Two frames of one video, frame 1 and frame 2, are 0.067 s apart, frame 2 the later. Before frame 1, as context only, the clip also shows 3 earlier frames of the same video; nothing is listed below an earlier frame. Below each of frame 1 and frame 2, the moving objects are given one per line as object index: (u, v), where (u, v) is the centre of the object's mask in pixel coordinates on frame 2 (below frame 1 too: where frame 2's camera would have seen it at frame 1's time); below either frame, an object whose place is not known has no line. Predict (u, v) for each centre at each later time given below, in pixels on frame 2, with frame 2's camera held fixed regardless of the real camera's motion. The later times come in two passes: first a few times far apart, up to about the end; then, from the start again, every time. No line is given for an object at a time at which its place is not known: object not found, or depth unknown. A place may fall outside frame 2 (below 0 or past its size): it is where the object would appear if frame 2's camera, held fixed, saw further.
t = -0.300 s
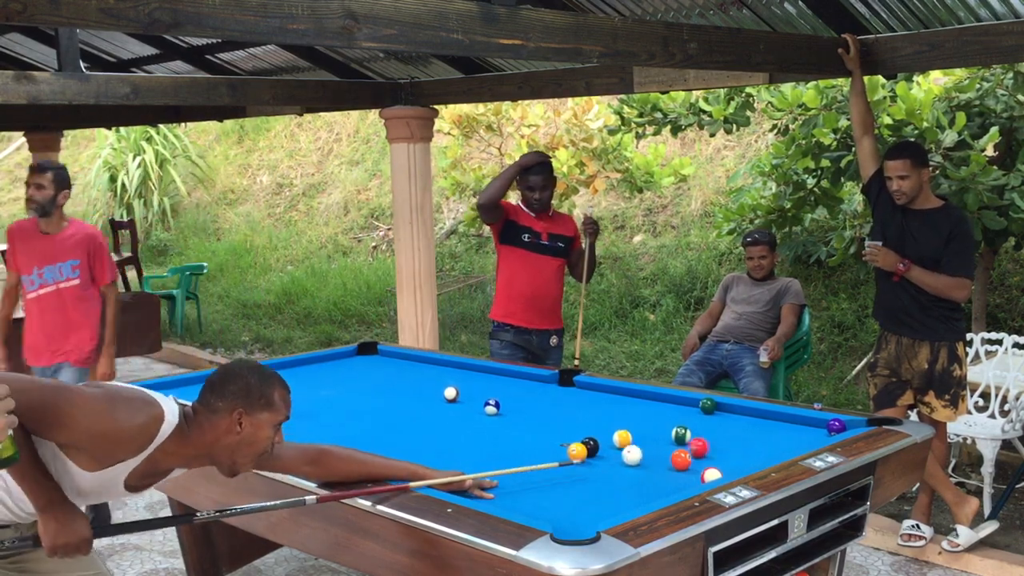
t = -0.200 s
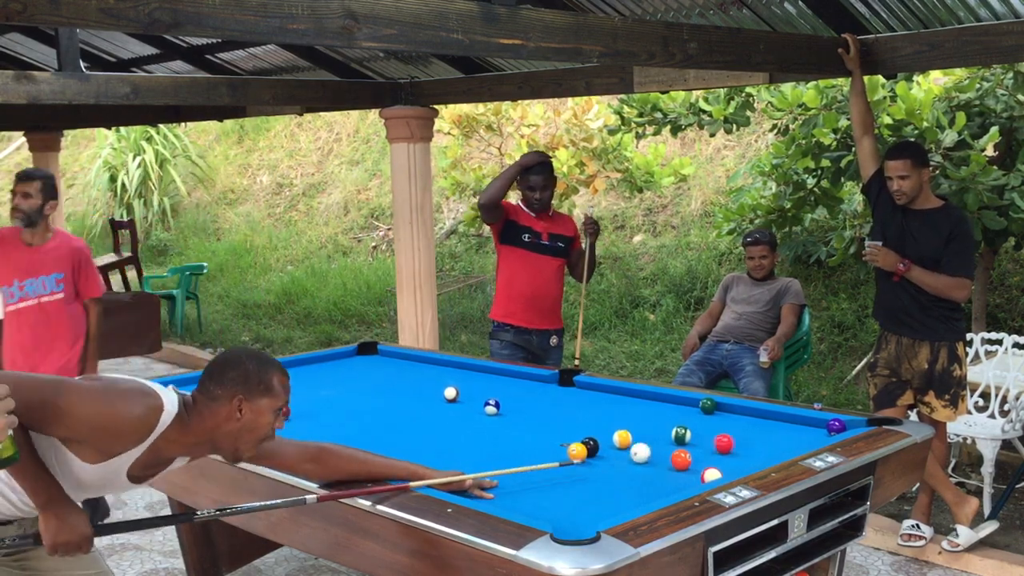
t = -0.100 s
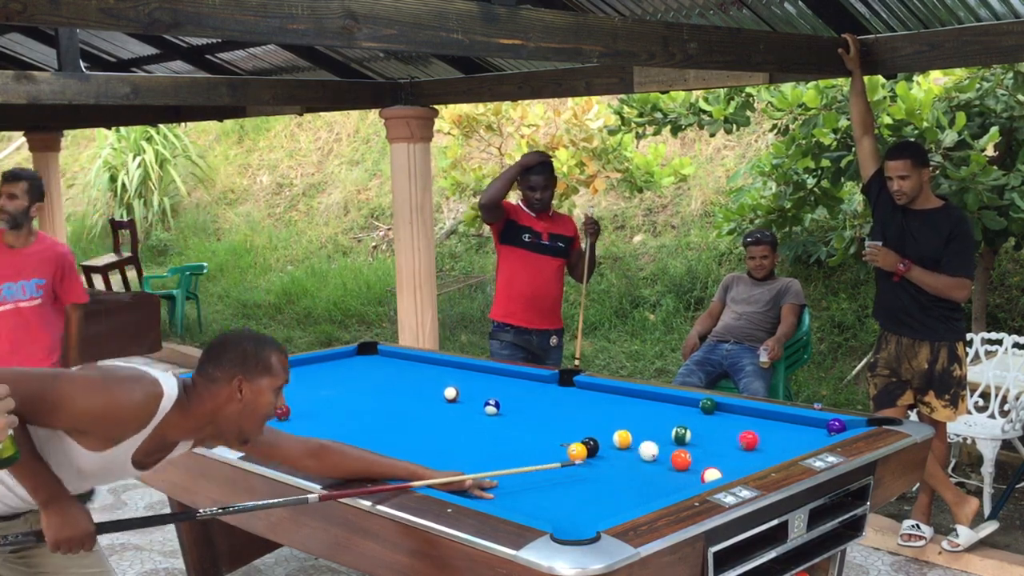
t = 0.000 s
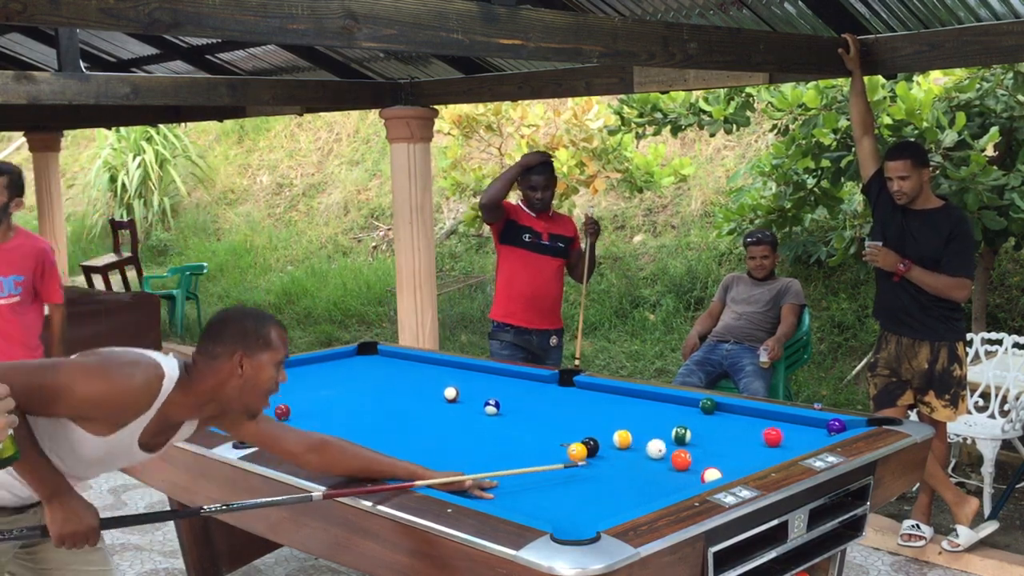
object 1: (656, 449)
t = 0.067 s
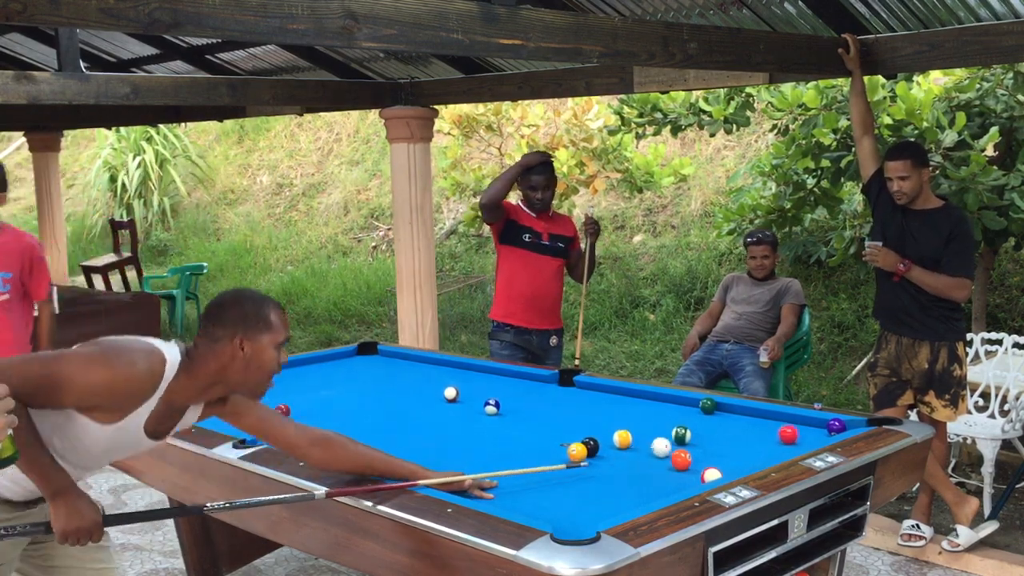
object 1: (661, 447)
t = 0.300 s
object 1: (677, 442)
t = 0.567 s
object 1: (695, 438)
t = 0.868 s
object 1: (714, 435)
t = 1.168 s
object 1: (730, 432)
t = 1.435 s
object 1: (742, 429)
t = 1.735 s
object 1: (754, 427)
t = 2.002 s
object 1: (761, 426)
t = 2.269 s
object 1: (768, 424)
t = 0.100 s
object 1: (663, 446)
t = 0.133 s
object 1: (666, 446)
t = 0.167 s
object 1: (668, 445)
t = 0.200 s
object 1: (670, 444)
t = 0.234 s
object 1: (672, 443)
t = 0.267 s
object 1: (675, 442)
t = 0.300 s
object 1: (677, 442)
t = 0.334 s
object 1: (679, 441)
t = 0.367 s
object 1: (682, 441)
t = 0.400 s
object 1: (684, 441)
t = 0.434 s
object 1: (687, 440)
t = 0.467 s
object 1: (689, 440)
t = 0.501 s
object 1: (691, 439)
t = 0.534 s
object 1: (693, 439)
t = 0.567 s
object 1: (695, 438)
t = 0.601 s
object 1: (698, 438)
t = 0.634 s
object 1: (699, 438)
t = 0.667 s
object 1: (701, 437)
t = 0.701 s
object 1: (704, 436)
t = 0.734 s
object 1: (706, 436)
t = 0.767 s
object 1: (708, 436)
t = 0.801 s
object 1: (710, 436)
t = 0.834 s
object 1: (712, 435)
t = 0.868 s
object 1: (714, 435)
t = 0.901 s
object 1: (715, 434)
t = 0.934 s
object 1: (717, 434)
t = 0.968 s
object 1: (719, 434)
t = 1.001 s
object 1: (721, 433)
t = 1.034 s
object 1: (723, 433)
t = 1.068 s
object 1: (725, 432)
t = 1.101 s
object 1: (726, 432)
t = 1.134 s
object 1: (728, 432)
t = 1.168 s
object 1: (730, 432)
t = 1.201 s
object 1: (731, 431)
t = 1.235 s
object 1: (733, 431)
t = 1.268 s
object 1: (734, 431)
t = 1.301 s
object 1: (736, 430)
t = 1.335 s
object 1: (737, 430)
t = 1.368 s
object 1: (739, 430)
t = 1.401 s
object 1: (740, 430)
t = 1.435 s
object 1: (742, 429)
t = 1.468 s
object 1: (743, 429)
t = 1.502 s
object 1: (745, 429)
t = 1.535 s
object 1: (746, 428)
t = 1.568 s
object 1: (747, 428)
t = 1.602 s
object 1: (749, 428)
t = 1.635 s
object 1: (750, 428)
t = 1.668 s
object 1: (751, 428)
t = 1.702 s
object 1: (752, 427)
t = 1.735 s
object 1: (754, 427)
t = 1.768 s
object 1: (755, 427)
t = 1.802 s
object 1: (756, 427)
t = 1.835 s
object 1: (757, 427)
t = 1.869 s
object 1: (758, 426)
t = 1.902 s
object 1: (759, 426)
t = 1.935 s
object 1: (760, 426)
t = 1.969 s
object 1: (761, 426)
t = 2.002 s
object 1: (761, 426)
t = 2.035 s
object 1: (762, 425)
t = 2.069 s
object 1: (763, 425)
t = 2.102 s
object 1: (764, 425)
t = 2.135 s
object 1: (765, 425)
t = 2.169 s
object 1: (766, 424)
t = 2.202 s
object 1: (767, 424)
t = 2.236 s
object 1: (768, 424)
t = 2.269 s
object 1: (768, 424)
